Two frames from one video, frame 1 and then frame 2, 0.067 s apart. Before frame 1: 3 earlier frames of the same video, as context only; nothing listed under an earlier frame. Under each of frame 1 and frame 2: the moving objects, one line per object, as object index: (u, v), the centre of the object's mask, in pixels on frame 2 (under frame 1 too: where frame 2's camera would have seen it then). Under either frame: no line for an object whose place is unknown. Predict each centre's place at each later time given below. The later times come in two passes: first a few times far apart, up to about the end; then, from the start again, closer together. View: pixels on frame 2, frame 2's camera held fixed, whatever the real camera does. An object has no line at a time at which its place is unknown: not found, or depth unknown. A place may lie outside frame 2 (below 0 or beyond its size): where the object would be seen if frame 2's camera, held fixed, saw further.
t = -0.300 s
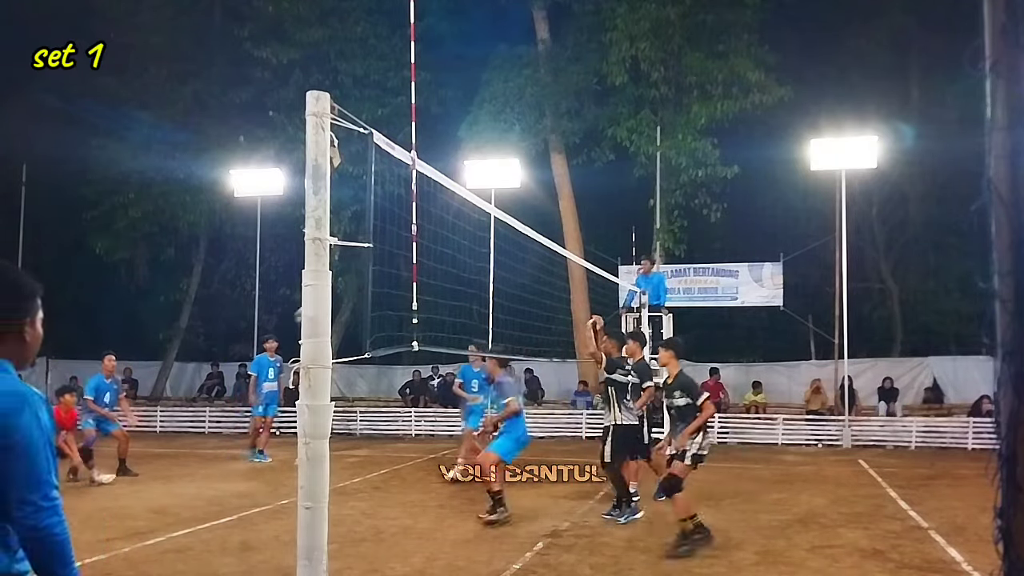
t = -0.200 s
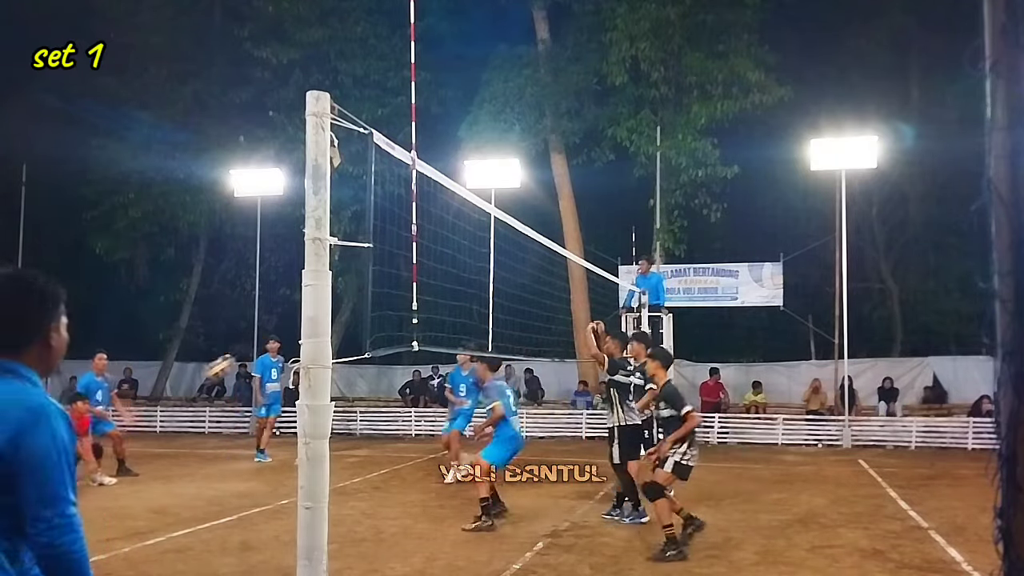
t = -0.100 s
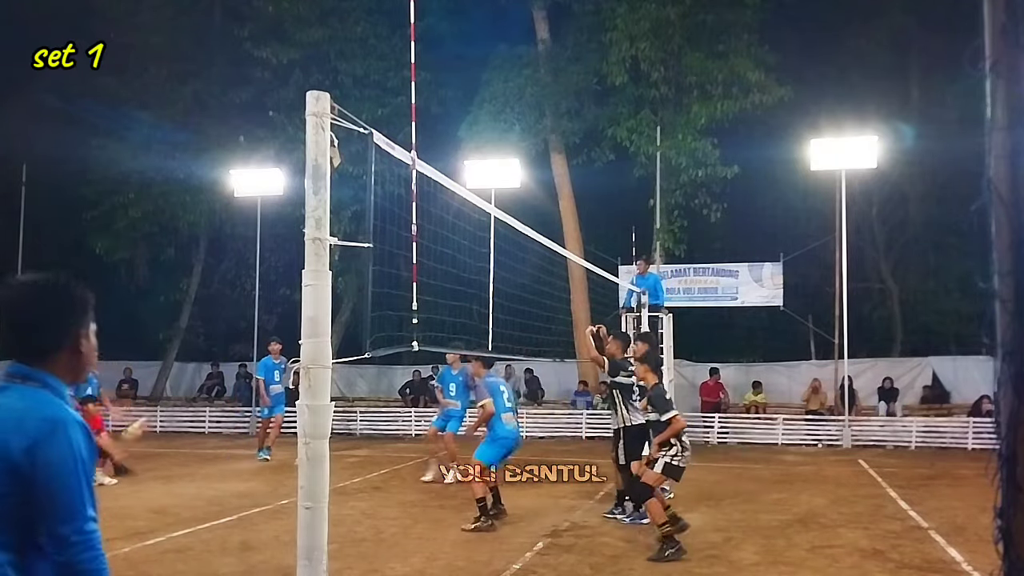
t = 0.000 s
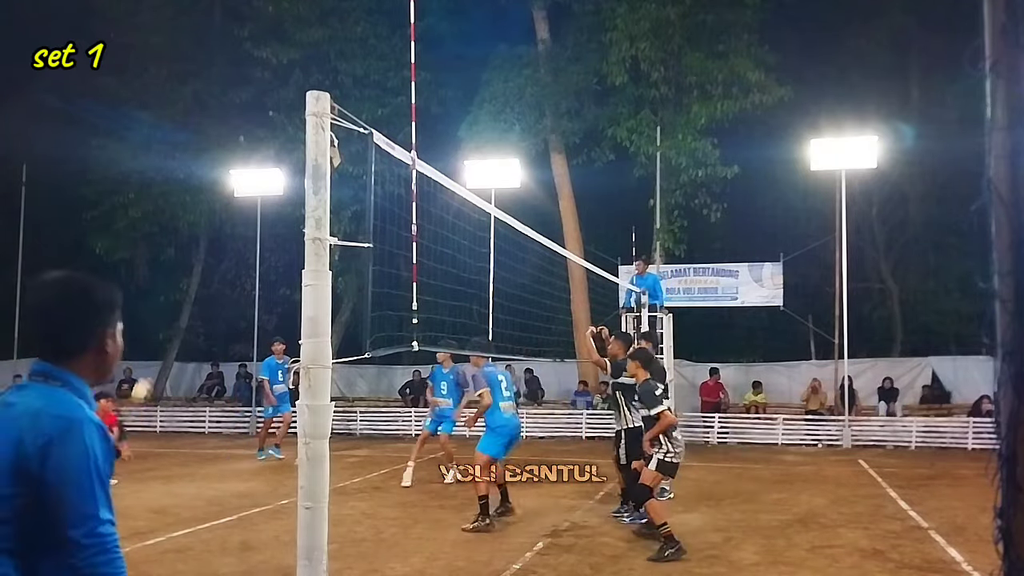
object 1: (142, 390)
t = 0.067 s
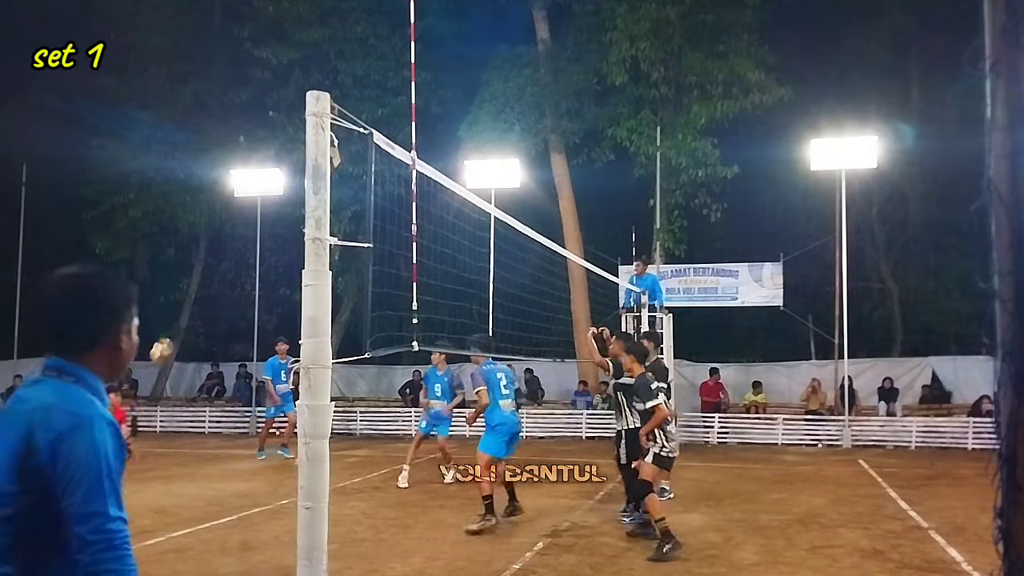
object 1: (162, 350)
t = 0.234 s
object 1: (209, 265)
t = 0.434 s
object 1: (262, 198)
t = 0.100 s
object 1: (171, 333)
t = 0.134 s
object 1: (182, 314)
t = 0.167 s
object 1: (191, 295)
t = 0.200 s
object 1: (200, 280)
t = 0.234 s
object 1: (209, 265)
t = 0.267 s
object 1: (220, 250)
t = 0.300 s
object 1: (229, 238)
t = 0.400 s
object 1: (256, 203)
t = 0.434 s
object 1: (262, 198)
